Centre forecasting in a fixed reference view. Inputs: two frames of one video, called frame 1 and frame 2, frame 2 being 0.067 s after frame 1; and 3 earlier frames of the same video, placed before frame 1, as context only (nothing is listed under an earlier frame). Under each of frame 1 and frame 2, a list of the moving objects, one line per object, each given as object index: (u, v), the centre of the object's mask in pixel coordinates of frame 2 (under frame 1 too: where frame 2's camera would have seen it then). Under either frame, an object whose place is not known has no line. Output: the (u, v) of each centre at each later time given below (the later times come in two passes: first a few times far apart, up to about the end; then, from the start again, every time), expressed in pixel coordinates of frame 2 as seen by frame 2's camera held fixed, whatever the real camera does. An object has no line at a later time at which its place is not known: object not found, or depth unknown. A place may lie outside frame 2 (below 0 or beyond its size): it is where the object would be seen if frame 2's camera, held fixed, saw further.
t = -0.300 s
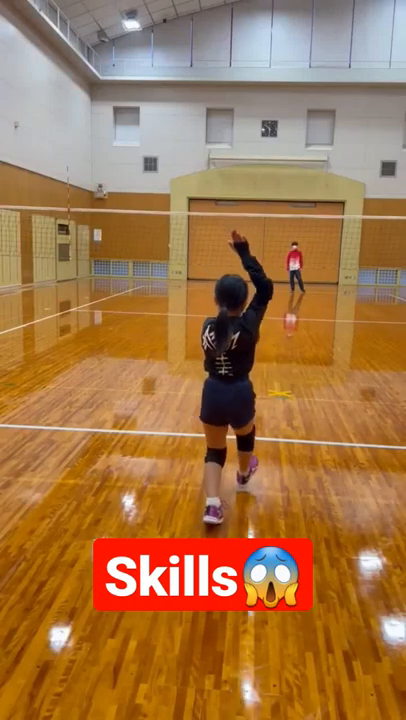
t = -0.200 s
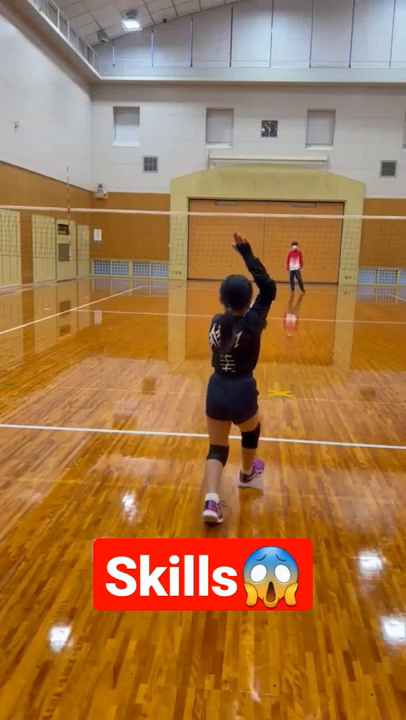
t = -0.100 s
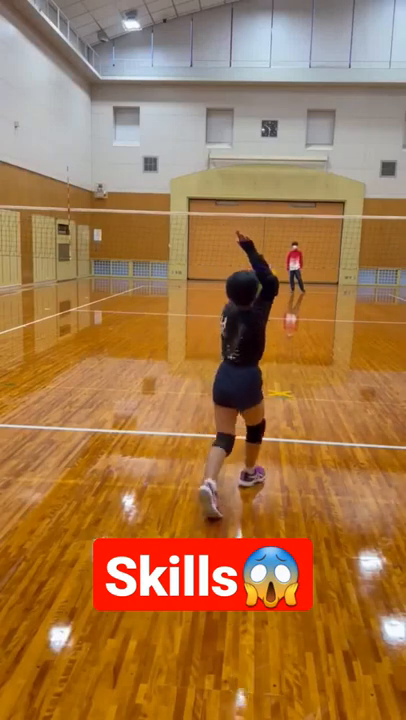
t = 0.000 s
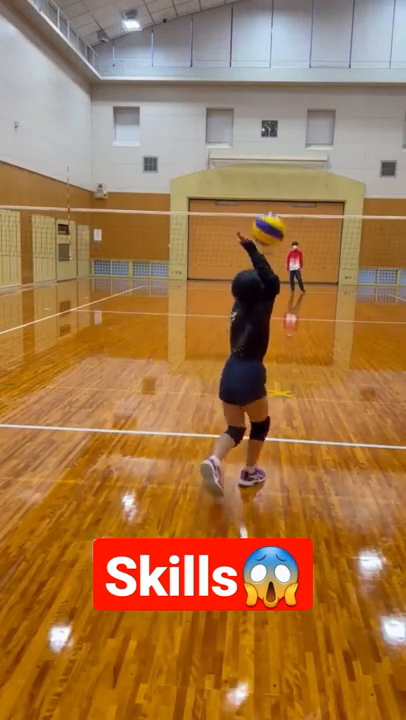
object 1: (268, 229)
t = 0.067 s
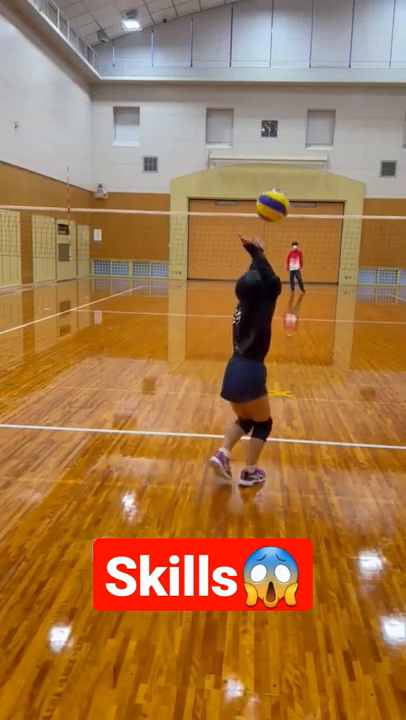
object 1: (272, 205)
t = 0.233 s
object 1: (280, 179)
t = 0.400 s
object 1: (285, 195)
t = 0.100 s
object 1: (273, 196)
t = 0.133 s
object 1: (276, 189)
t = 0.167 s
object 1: (277, 184)
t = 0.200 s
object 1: (279, 181)
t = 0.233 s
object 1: (280, 179)
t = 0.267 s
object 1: (281, 179)
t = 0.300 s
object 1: (282, 181)
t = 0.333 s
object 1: (283, 184)
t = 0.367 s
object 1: (284, 189)
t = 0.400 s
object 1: (285, 195)
